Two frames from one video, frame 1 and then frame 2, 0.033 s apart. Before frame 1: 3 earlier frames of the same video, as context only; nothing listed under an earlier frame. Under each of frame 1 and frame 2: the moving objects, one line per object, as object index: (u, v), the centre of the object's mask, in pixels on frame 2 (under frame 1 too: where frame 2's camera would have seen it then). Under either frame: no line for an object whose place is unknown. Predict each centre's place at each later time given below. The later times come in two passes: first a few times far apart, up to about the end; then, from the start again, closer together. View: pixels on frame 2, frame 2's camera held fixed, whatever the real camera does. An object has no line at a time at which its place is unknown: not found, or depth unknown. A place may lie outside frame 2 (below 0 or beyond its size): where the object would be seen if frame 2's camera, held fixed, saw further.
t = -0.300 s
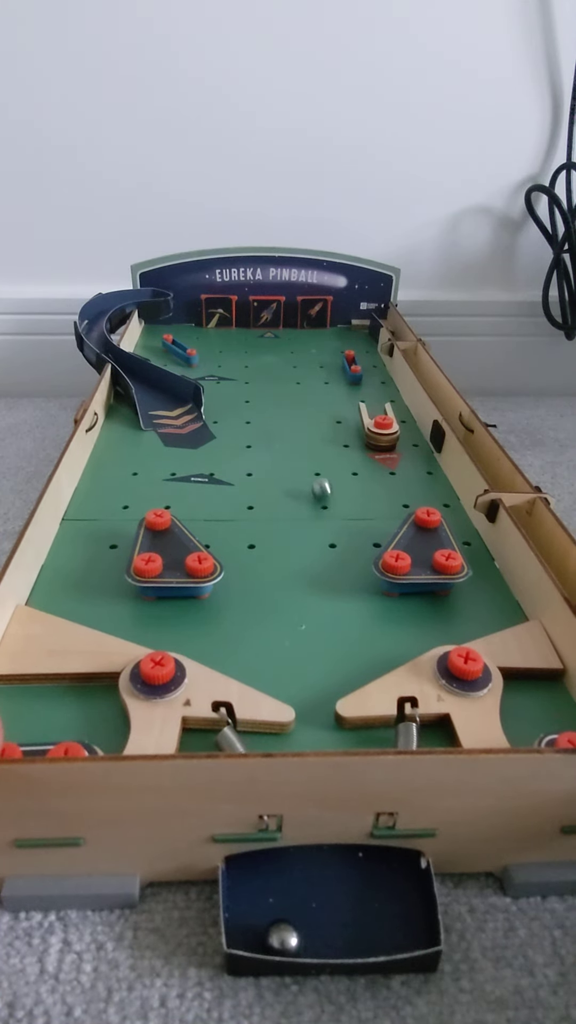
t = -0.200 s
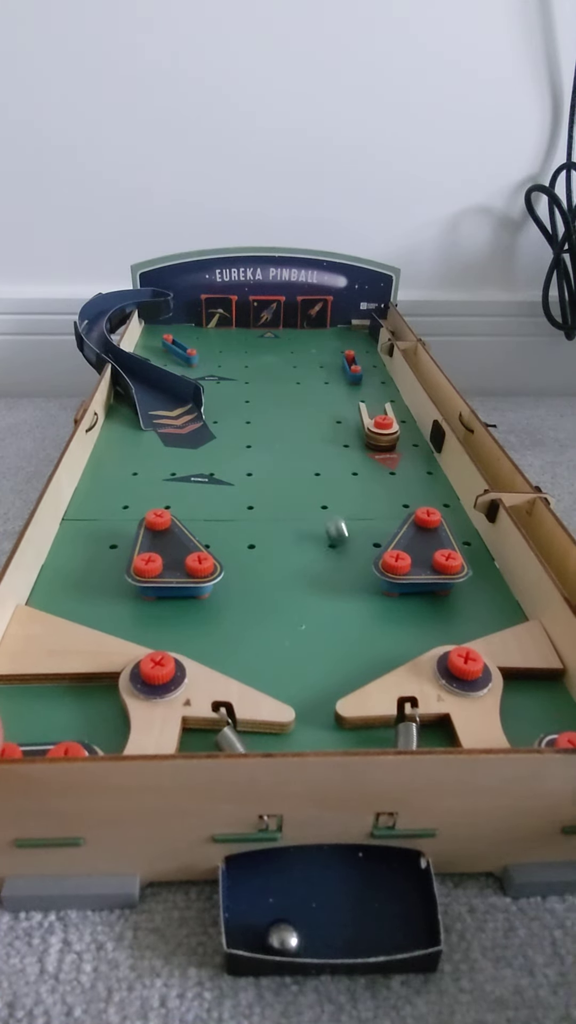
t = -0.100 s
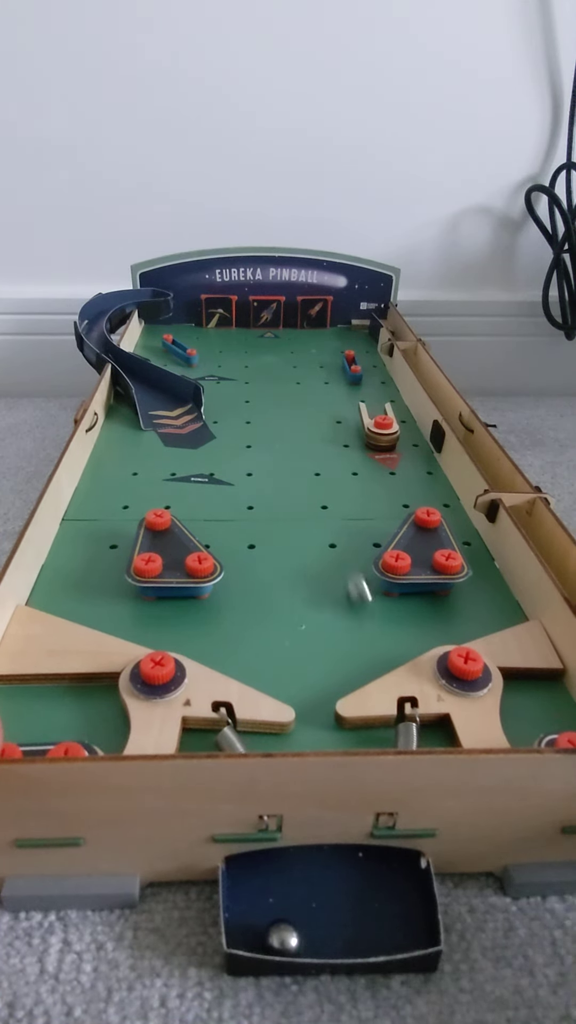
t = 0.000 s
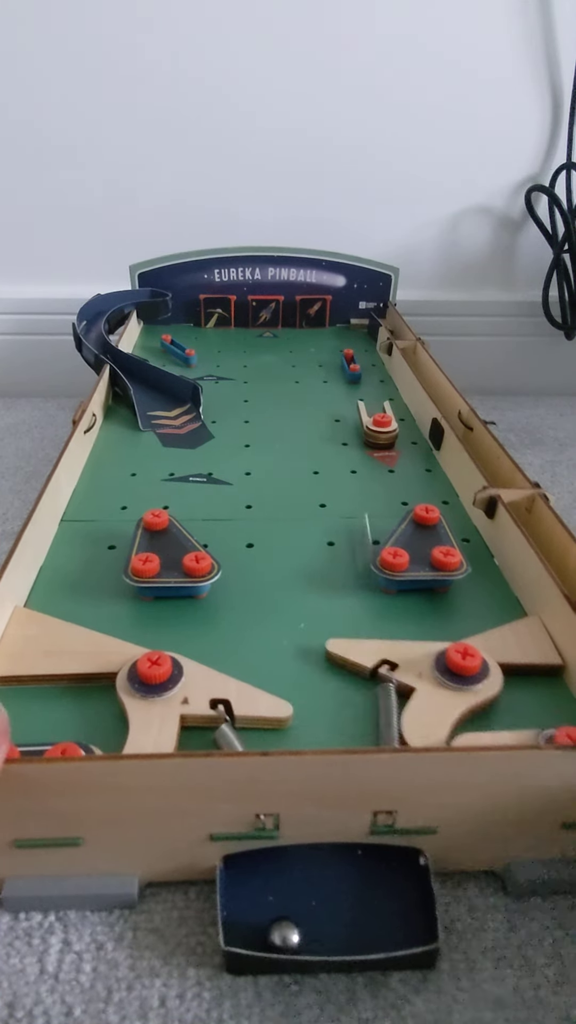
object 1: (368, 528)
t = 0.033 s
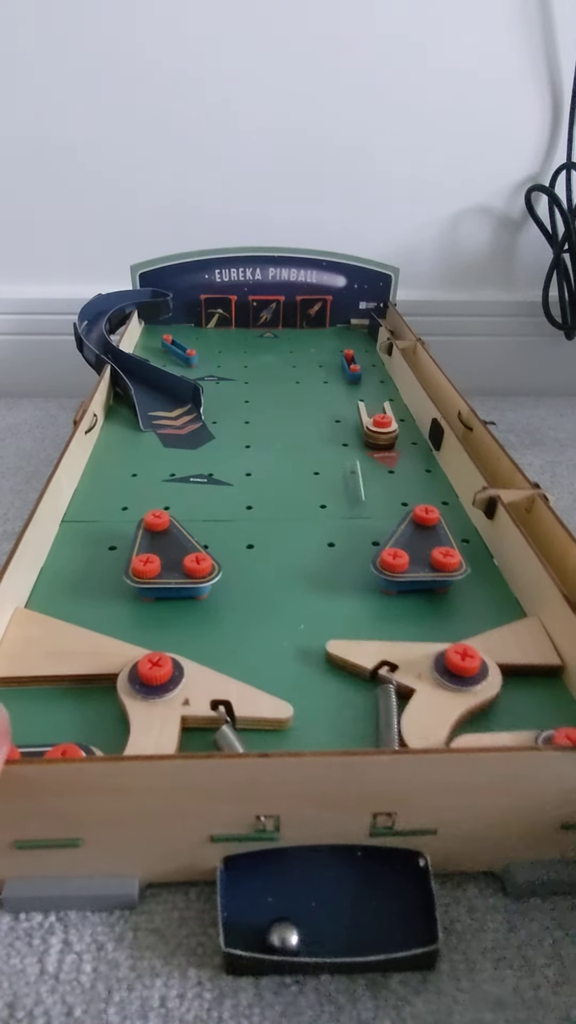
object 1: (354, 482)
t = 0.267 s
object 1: (313, 323)
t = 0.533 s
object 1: (313, 351)
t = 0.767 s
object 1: (314, 390)
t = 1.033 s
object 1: (320, 506)
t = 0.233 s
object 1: (317, 331)
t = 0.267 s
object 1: (313, 323)
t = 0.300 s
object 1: (313, 325)
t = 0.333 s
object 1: (314, 330)
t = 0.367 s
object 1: (314, 333)
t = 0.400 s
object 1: (314, 337)
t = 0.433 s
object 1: (314, 341)
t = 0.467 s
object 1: (314, 344)
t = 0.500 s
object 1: (314, 348)
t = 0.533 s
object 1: (313, 351)
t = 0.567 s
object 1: (313, 355)
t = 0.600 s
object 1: (313, 359)
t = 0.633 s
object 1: (313, 364)
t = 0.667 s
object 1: (313, 369)
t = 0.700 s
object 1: (314, 376)
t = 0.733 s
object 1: (313, 382)
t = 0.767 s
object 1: (314, 390)
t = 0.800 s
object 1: (314, 399)
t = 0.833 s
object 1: (315, 408)
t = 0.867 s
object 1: (316, 419)
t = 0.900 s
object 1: (316, 432)
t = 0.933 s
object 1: (317, 446)
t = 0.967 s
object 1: (319, 463)
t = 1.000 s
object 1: (320, 483)
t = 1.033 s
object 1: (320, 506)
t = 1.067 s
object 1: (322, 530)
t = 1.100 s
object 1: (324, 562)
